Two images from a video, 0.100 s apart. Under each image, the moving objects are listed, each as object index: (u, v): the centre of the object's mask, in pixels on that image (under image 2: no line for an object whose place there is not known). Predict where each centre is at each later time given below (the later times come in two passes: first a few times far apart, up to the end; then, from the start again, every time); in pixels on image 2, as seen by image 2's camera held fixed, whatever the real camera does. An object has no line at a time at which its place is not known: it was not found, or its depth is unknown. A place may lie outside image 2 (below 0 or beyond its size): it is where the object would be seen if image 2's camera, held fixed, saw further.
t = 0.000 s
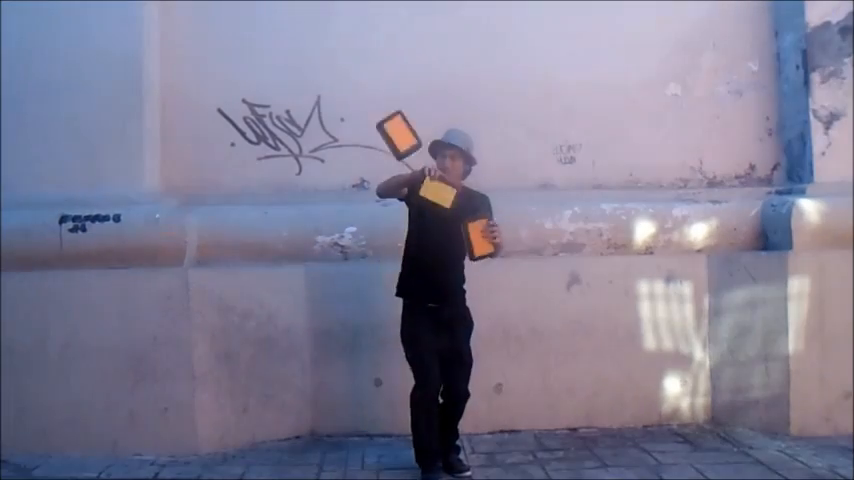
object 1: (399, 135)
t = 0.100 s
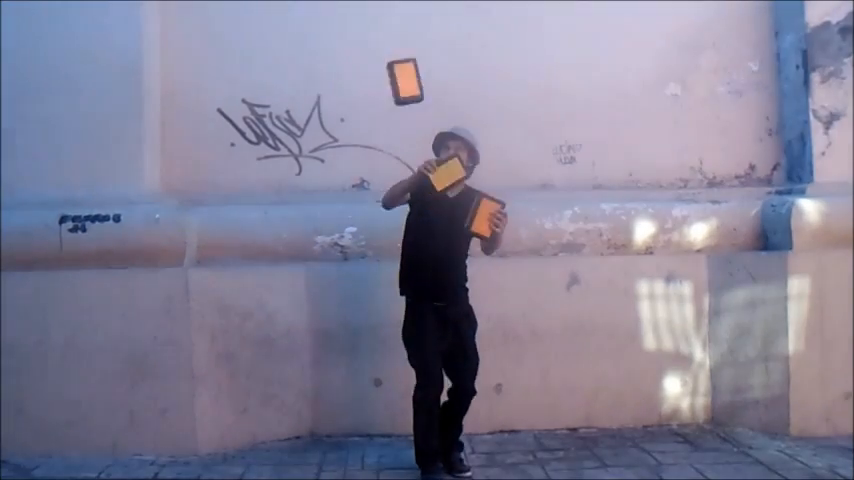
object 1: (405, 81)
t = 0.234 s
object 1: (414, 46)
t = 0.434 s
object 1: (430, 67)
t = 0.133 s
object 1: (407, 69)
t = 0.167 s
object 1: (410, 58)
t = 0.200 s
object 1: (412, 51)
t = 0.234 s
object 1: (414, 46)
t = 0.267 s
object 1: (417, 43)
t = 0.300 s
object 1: (419, 43)
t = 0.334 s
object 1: (422, 45)
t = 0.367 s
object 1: (424, 50)
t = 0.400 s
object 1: (427, 57)
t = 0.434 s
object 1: (430, 67)
